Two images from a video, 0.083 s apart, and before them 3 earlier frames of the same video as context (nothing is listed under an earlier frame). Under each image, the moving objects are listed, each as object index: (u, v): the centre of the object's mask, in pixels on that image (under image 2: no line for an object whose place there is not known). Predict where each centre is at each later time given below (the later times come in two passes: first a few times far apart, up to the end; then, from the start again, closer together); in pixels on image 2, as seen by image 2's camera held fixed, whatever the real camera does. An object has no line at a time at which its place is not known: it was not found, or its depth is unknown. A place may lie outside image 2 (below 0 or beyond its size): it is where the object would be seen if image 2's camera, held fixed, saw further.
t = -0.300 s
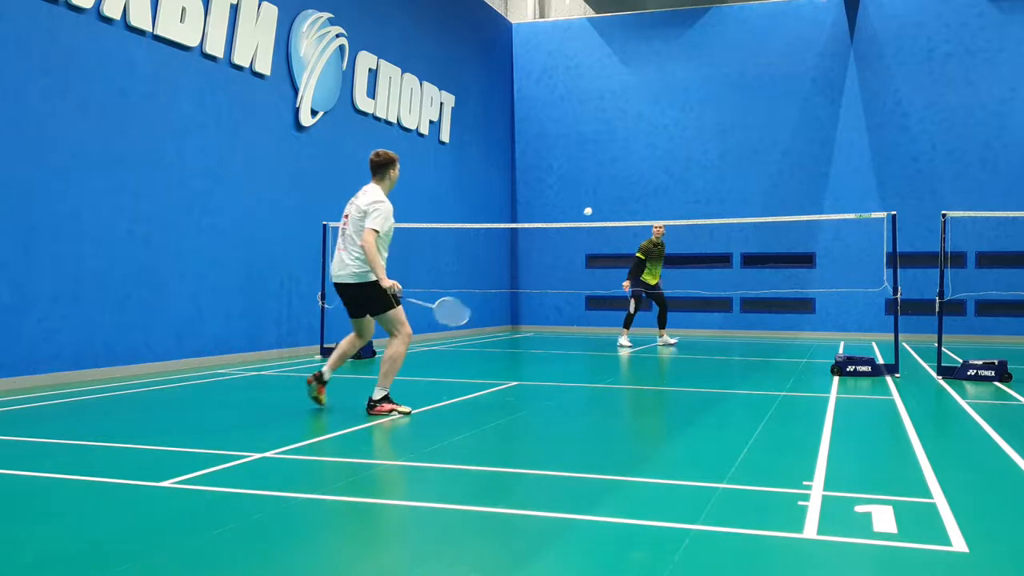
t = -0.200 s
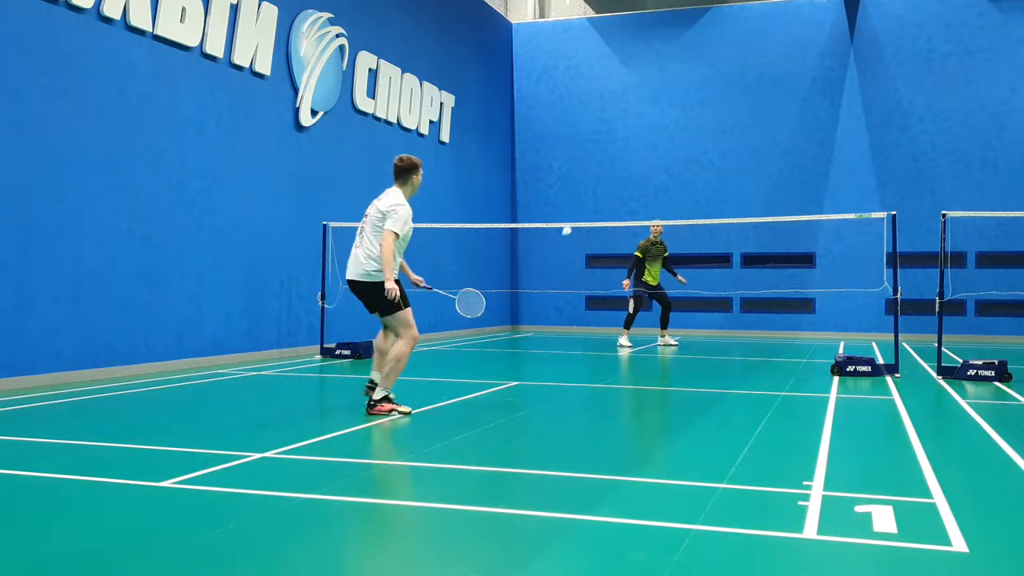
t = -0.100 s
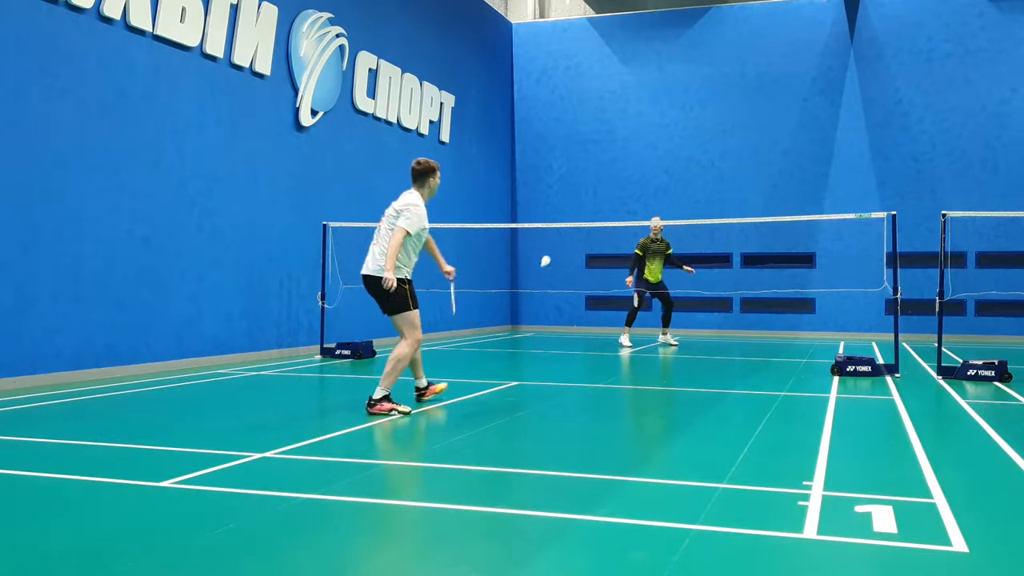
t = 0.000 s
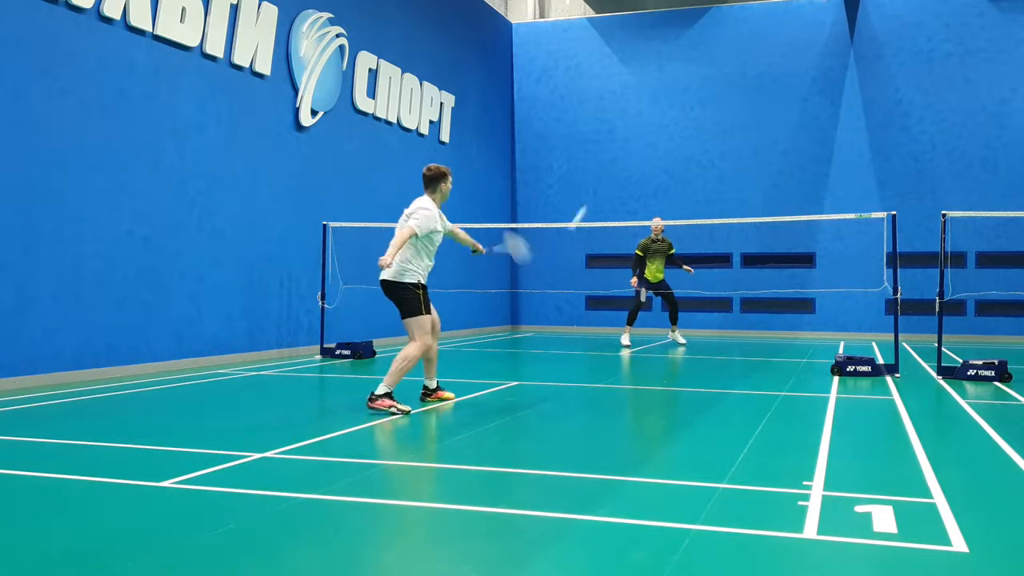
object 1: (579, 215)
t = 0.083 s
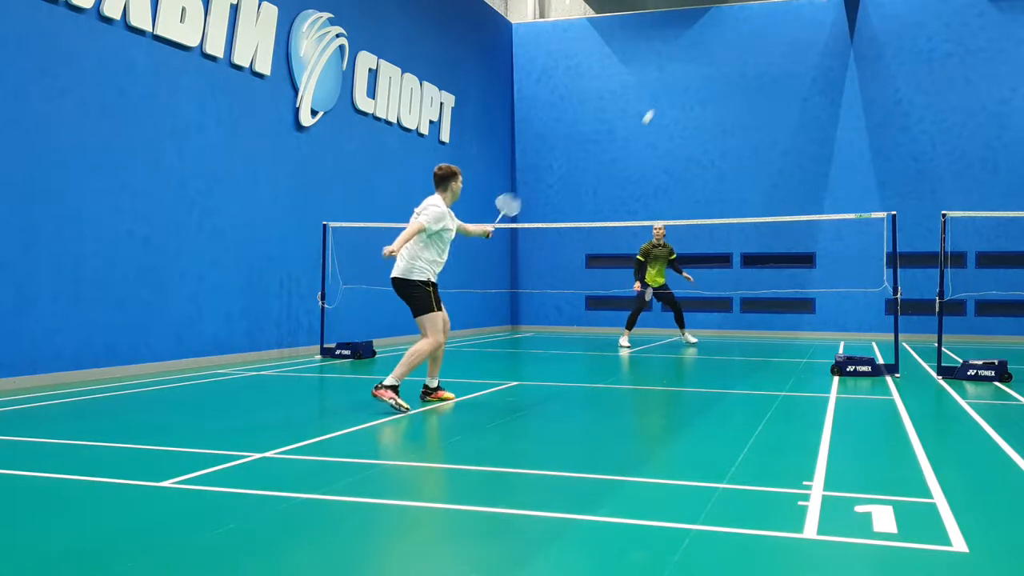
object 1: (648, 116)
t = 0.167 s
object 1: (688, 66)
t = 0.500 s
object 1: (761, 13)
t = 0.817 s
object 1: (797, 48)
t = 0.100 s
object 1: (658, 103)
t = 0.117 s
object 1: (666, 92)
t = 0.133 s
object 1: (675, 82)
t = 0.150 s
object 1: (682, 73)
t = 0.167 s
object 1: (688, 66)
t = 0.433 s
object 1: (751, 13)
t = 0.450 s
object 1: (753, 12)
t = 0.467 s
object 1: (756, 13)
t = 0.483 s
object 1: (758, 13)
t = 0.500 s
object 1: (761, 13)
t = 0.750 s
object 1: (790, 37)
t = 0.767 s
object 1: (792, 39)
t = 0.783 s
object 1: (794, 42)
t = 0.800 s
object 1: (795, 45)
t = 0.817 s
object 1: (797, 48)
